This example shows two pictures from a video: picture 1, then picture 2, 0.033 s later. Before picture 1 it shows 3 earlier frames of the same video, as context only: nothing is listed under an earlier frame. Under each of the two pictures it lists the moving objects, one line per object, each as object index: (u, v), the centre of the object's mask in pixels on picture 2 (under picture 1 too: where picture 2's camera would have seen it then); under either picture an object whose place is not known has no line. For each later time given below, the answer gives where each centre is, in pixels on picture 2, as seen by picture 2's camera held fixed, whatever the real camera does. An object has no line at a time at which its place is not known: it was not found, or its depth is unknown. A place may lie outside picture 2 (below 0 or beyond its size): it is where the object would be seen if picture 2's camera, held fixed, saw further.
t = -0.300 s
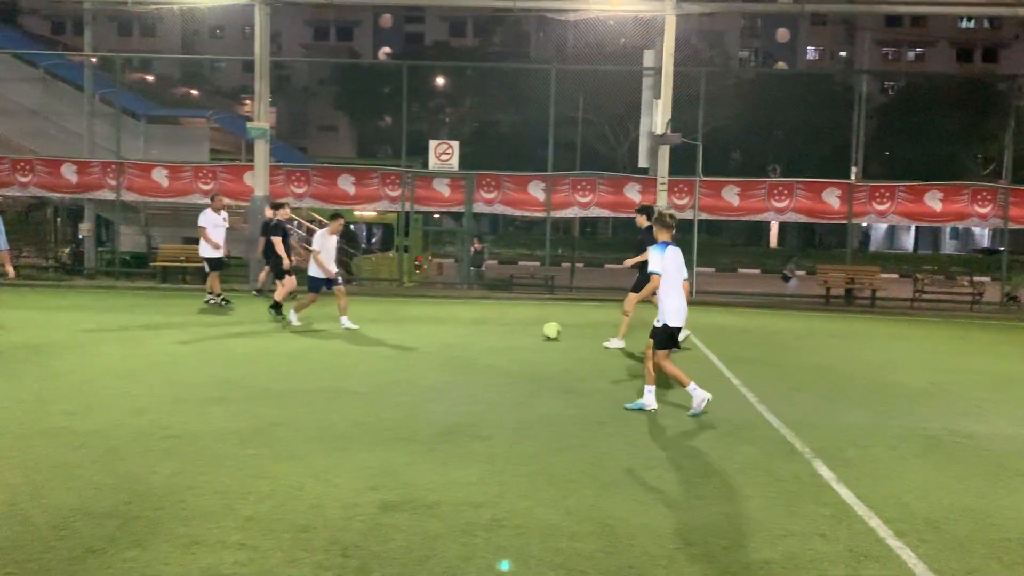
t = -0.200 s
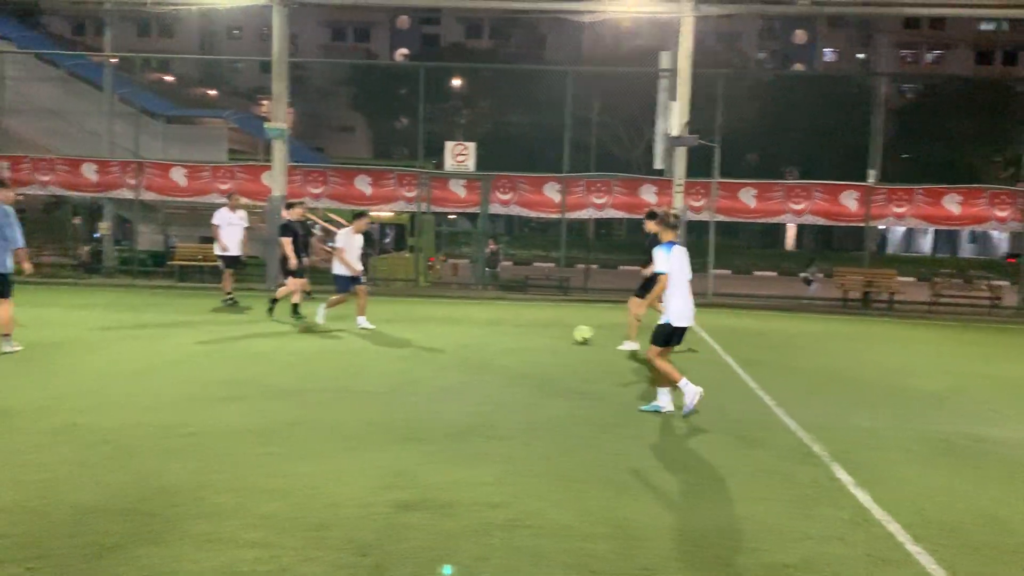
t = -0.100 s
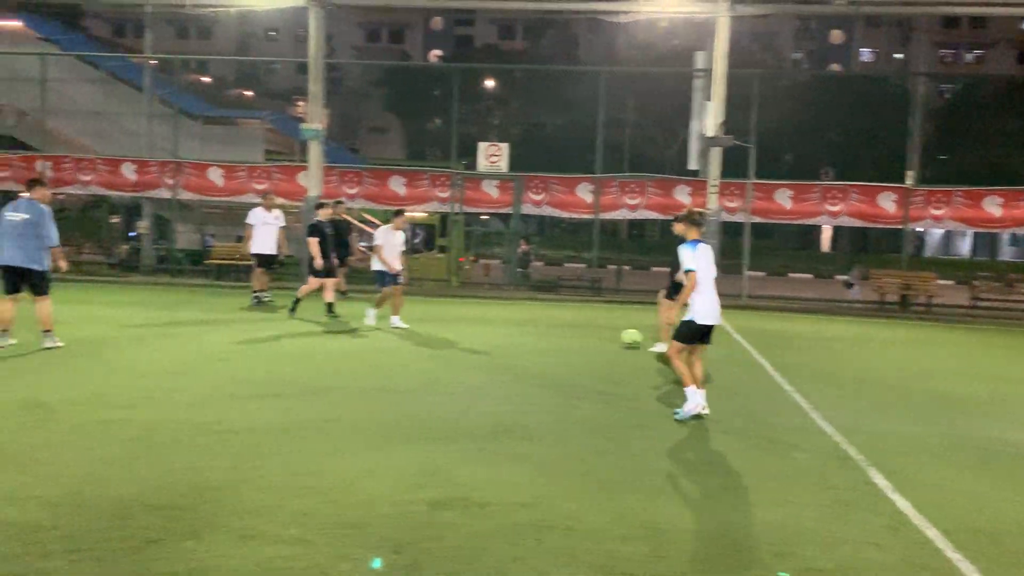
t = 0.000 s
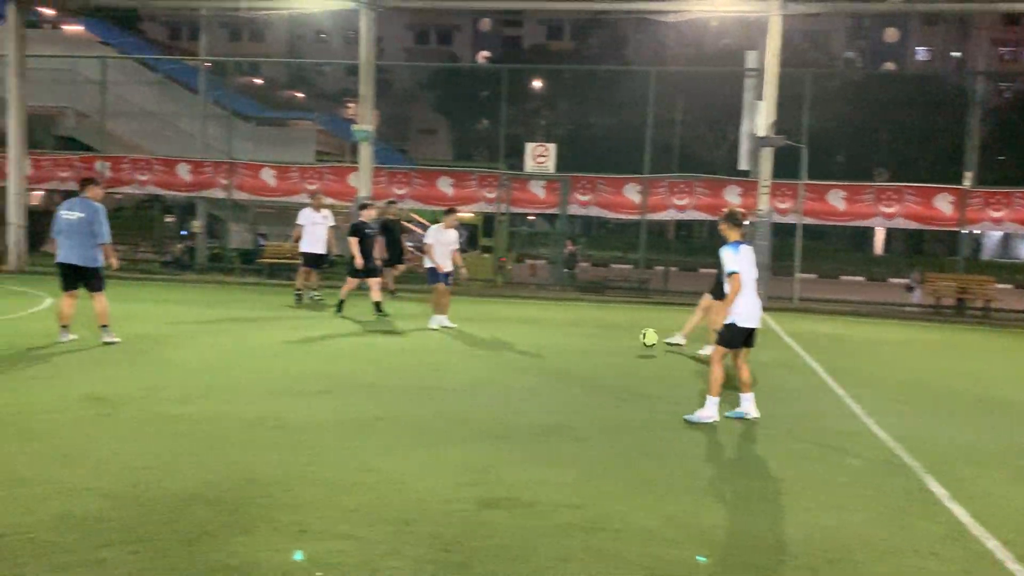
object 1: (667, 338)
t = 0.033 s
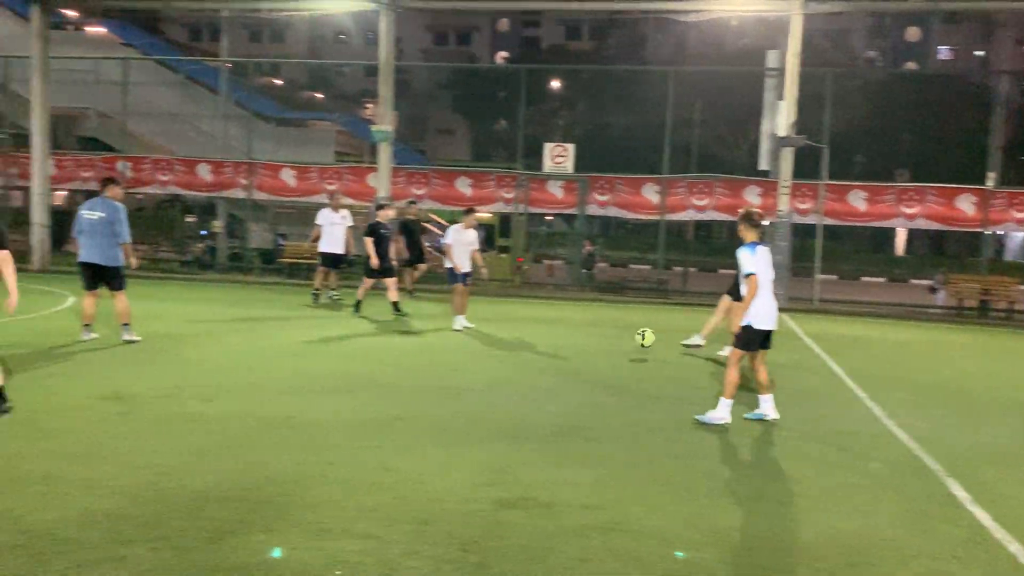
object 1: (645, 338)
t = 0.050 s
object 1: (634, 338)
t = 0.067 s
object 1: (622, 338)
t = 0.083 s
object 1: (610, 338)
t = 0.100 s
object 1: (598, 339)
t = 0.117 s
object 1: (586, 340)
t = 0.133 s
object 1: (573, 341)
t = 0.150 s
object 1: (560, 343)
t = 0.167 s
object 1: (547, 344)
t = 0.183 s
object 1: (534, 346)
